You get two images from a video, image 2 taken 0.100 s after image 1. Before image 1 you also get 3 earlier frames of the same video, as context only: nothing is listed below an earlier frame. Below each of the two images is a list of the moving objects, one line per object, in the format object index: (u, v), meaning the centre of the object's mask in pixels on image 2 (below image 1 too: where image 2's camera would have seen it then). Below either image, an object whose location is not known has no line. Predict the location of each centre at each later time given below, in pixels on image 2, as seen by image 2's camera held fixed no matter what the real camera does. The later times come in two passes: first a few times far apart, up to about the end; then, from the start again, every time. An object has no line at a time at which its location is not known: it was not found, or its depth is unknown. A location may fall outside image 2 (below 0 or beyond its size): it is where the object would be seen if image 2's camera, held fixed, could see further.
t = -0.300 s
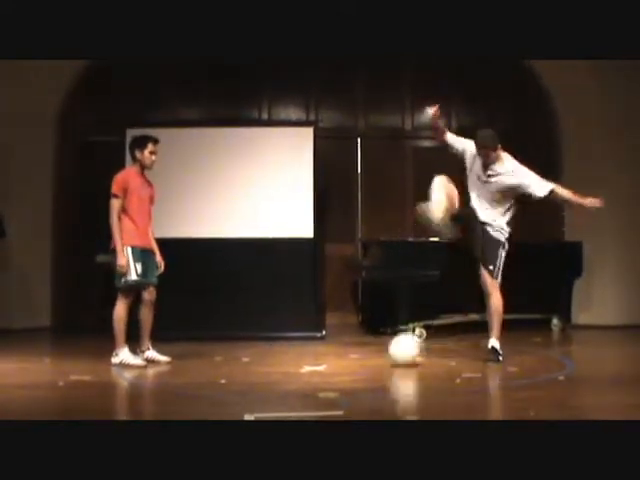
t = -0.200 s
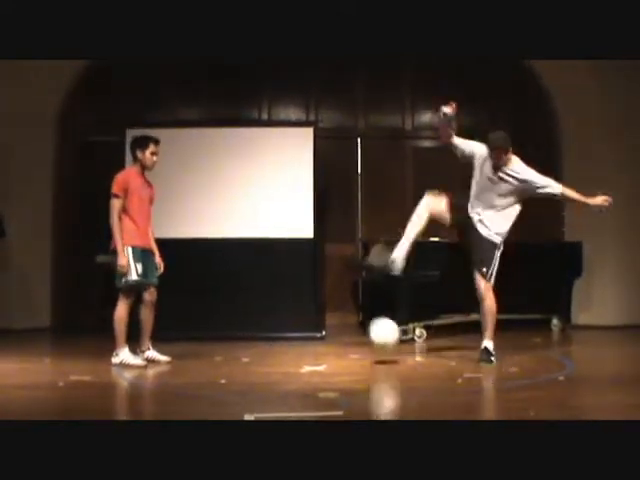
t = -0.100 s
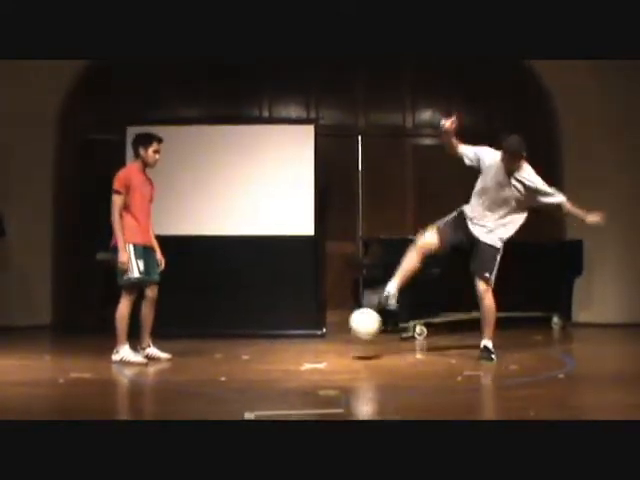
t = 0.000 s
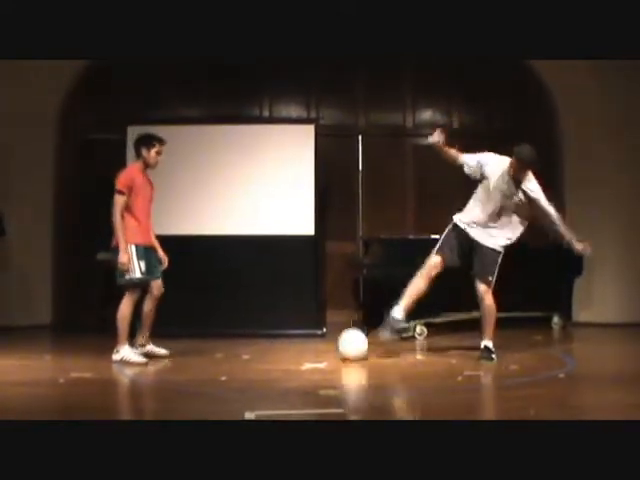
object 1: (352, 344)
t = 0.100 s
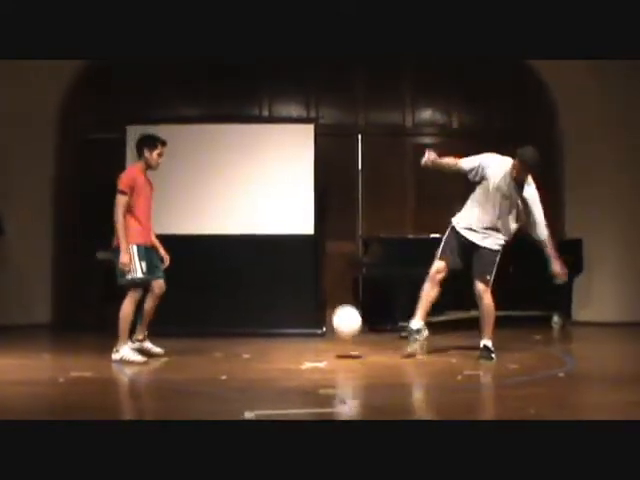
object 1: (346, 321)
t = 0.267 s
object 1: (337, 309)
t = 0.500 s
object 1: (325, 341)
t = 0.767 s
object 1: (309, 328)
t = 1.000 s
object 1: (299, 332)
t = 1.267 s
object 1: (286, 337)
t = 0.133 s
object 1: (344, 316)
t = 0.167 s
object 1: (342, 312)
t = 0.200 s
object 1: (340, 309)
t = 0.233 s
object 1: (338, 309)
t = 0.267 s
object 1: (337, 309)
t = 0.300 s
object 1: (335, 311)
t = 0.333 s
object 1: (333, 314)
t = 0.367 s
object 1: (332, 319)
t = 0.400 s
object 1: (330, 325)
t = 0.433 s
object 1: (328, 332)
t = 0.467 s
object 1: (327, 342)
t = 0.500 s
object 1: (325, 341)
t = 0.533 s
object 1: (323, 334)
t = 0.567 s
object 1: (321, 330)
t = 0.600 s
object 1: (319, 326)
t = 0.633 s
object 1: (317, 324)
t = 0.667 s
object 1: (315, 323)
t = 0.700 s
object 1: (314, 324)
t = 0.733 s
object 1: (312, 325)
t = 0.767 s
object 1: (309, 328)
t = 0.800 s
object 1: (308, 332)
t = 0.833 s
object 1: (306, 337)
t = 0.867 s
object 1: (305, 345)
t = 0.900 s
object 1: (303, 343)
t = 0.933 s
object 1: (302, 338)
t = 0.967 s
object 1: (301, 334)
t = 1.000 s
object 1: (299, 332)
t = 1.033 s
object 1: (296, 332)
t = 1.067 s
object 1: (295, 332)
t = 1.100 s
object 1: (294, 334)
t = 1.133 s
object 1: (295, 337)
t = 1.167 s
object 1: (293, 343)
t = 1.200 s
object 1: (291, 344)
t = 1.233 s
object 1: (289, 340)
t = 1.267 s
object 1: (286, 337)
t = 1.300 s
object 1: (283, 336)
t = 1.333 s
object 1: (280, 336)
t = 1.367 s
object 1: (279, 338)
